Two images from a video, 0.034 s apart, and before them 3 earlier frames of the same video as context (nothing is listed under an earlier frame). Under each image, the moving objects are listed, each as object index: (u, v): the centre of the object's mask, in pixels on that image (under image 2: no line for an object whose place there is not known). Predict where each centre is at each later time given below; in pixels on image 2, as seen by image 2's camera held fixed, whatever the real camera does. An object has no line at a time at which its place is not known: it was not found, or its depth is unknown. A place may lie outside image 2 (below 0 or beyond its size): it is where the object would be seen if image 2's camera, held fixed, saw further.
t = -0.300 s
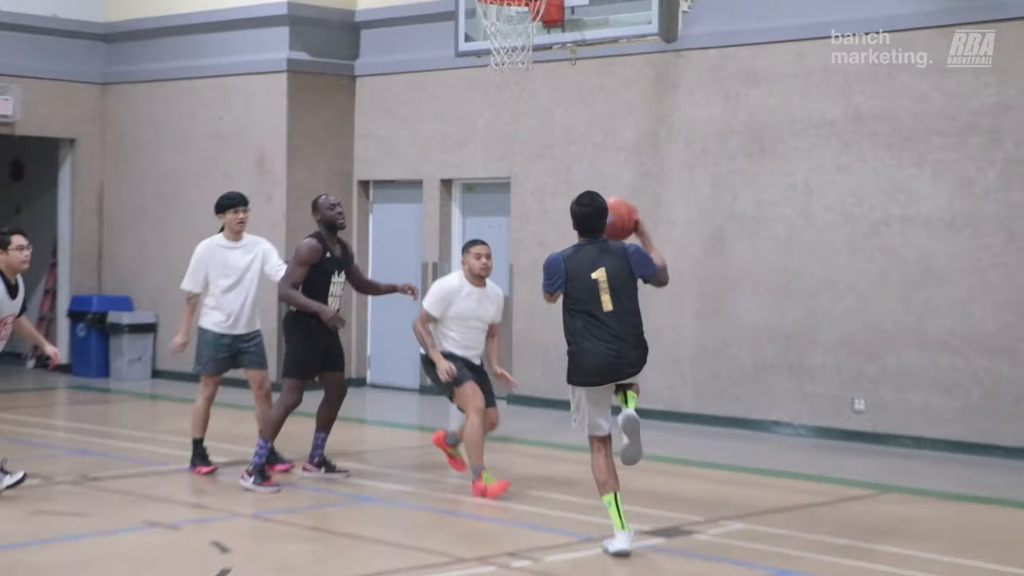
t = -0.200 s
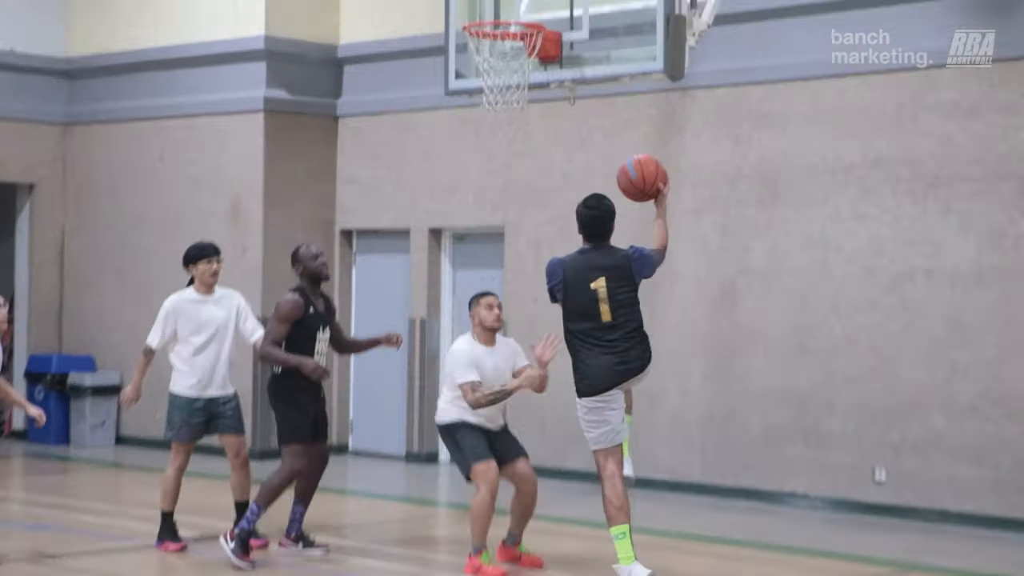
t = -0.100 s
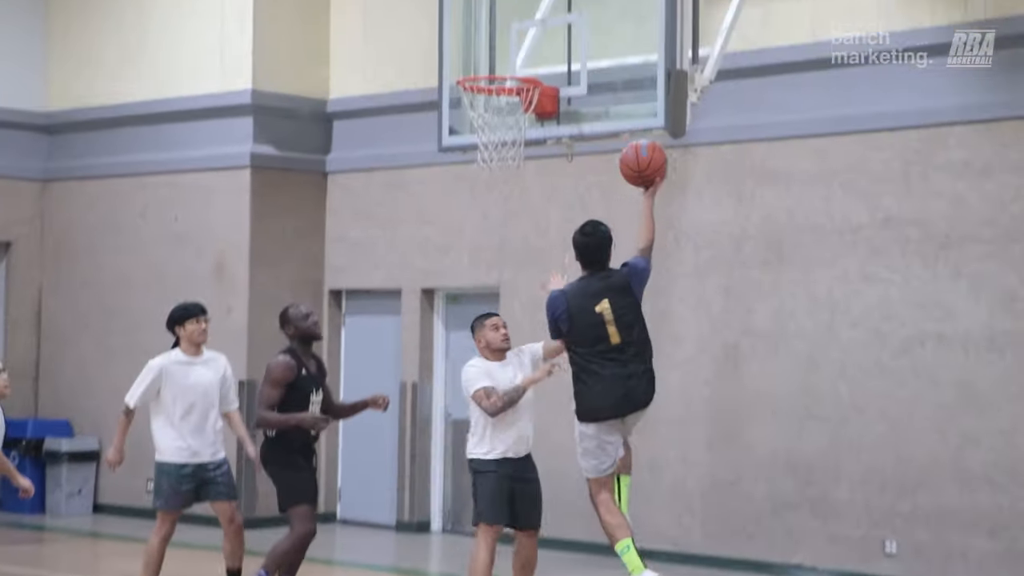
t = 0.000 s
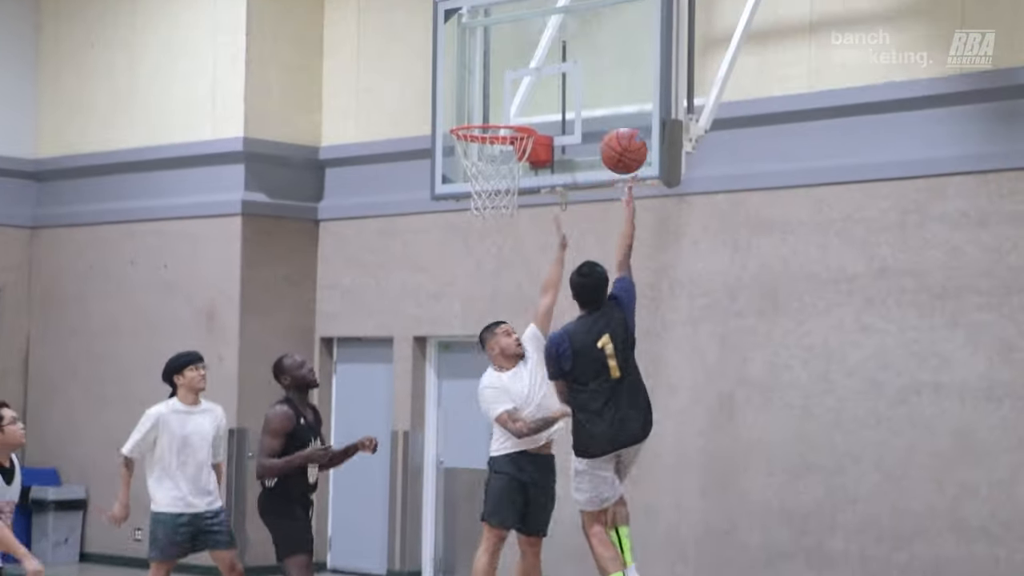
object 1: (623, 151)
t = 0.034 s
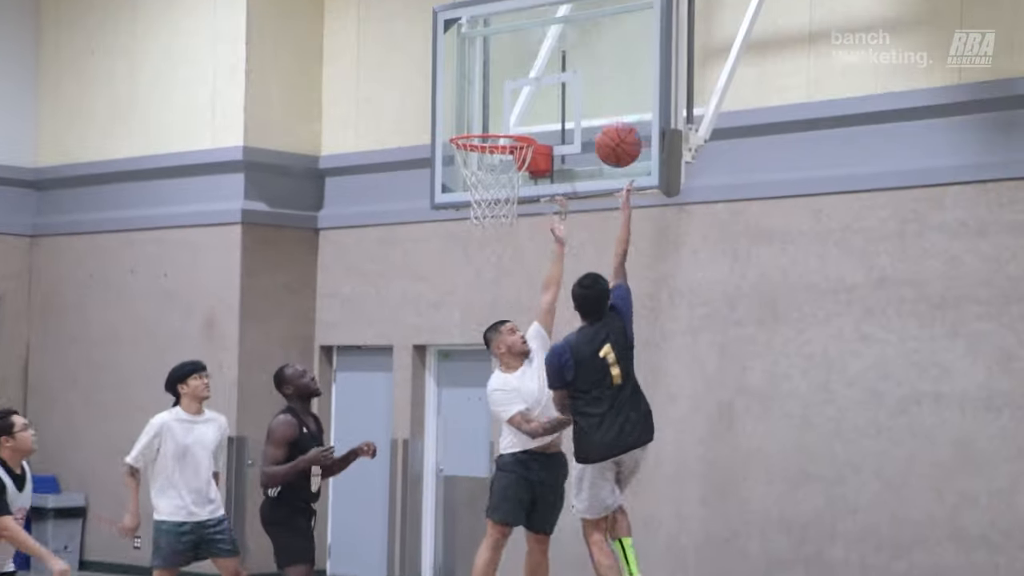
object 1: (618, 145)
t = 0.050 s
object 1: (616, 137)
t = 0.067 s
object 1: (614, 131)
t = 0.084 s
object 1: (611, 125)
